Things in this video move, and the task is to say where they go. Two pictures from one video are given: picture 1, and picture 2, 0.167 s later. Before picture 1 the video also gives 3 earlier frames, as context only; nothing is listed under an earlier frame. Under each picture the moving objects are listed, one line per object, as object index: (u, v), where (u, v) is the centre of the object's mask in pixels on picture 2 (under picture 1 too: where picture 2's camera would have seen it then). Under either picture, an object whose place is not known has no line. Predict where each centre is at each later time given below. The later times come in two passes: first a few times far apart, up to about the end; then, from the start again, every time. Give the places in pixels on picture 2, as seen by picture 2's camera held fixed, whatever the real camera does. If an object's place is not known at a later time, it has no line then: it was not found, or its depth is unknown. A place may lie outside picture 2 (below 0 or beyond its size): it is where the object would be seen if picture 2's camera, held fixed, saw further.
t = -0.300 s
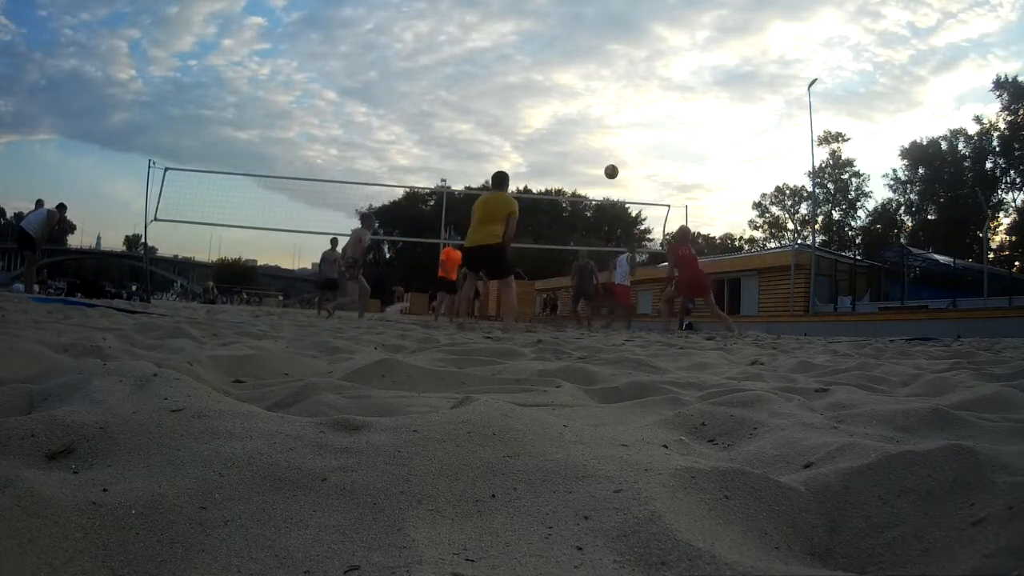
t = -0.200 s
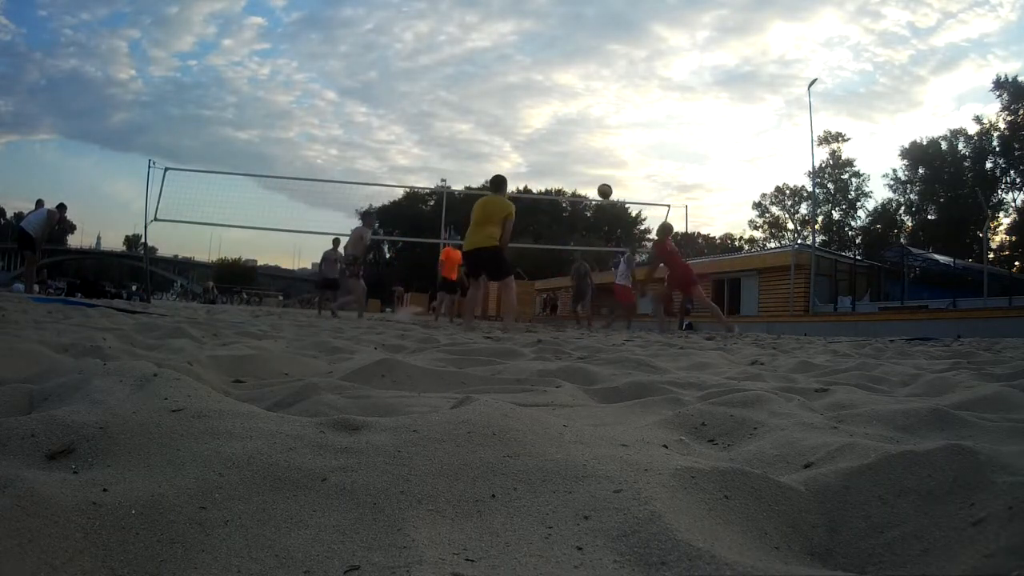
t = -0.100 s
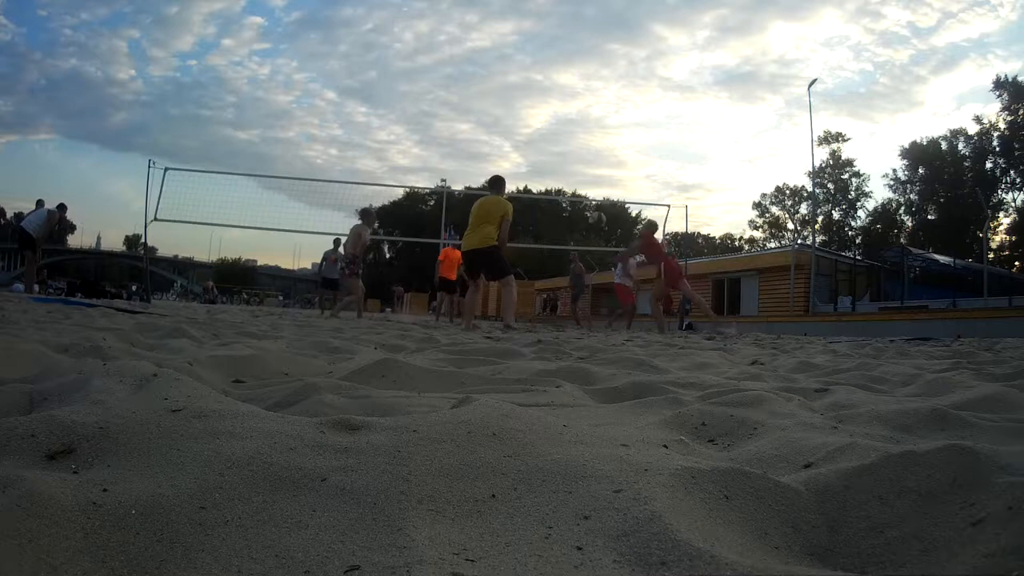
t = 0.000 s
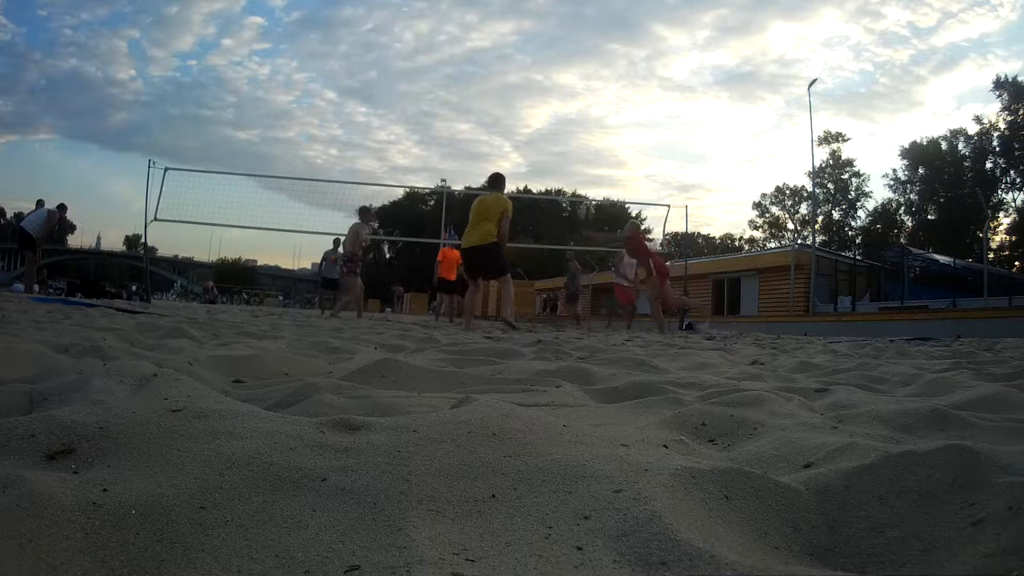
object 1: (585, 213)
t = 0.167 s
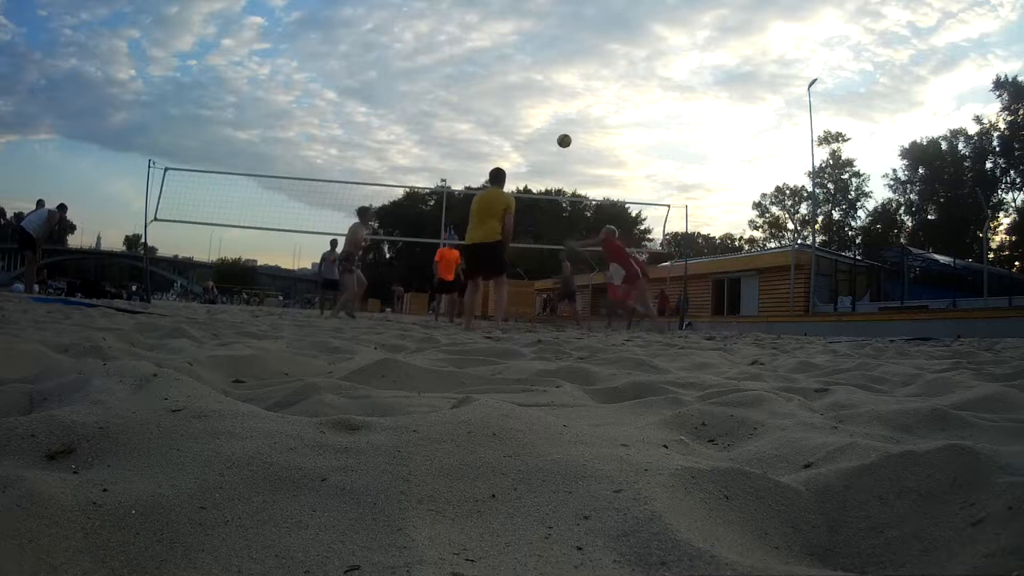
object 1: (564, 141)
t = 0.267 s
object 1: (553, 112)
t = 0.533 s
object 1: (530, 78)
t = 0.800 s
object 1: (511, 86)
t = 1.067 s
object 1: (495, 125)
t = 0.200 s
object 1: (560, 130)
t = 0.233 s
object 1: (556, 121)
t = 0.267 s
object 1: (553, 112)
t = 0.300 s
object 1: (550, 105)
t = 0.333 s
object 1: (546, 99)
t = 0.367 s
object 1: (544, 93)
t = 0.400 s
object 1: (541, 88)
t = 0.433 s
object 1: (538, 85)
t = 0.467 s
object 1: (535, 82)
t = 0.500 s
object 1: (532, 79)
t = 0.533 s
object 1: (530, 78)
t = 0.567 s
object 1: (527, 77)
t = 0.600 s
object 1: (525, 76)
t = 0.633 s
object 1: (522, 77)
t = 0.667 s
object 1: (520, 77)
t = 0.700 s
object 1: (518, 79)
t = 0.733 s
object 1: (516, 81)
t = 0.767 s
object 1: (514, 83)
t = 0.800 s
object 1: (511, 86)
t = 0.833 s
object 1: (509, 89)
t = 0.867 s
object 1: (507, 93)
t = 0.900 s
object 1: (505, 97)
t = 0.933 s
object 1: (503, 102)
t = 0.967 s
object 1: (501, 107)
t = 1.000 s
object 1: (499, 113)
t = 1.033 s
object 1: (497, 119)
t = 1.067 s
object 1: (495, 125)
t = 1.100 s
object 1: (493, 132)
